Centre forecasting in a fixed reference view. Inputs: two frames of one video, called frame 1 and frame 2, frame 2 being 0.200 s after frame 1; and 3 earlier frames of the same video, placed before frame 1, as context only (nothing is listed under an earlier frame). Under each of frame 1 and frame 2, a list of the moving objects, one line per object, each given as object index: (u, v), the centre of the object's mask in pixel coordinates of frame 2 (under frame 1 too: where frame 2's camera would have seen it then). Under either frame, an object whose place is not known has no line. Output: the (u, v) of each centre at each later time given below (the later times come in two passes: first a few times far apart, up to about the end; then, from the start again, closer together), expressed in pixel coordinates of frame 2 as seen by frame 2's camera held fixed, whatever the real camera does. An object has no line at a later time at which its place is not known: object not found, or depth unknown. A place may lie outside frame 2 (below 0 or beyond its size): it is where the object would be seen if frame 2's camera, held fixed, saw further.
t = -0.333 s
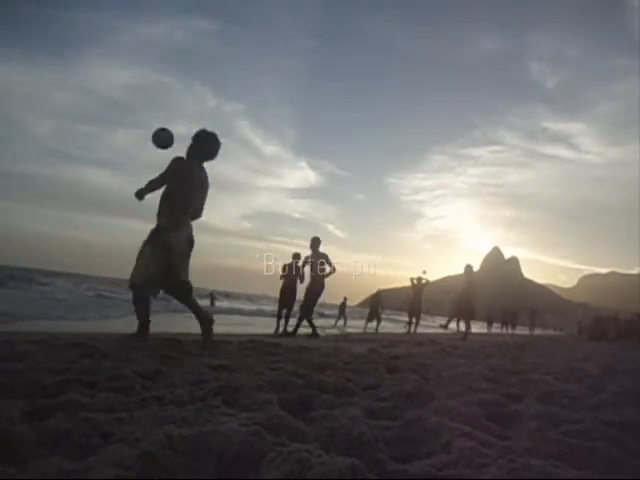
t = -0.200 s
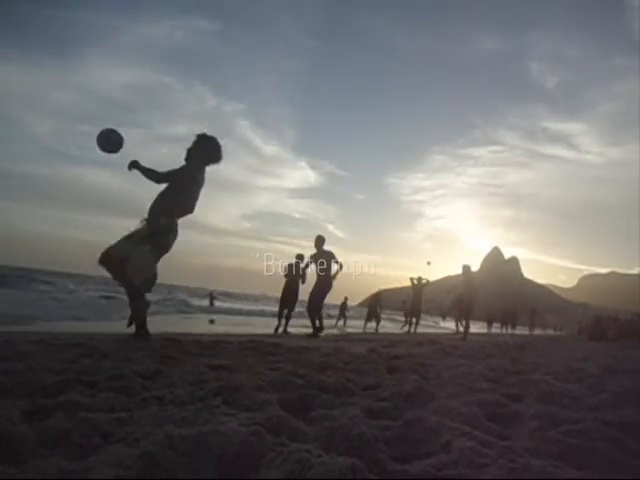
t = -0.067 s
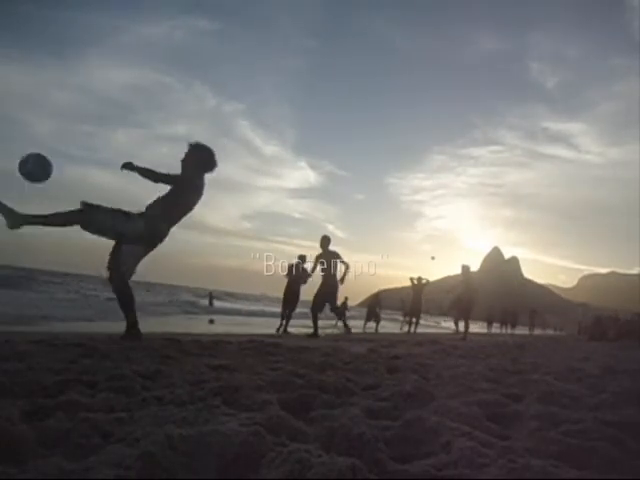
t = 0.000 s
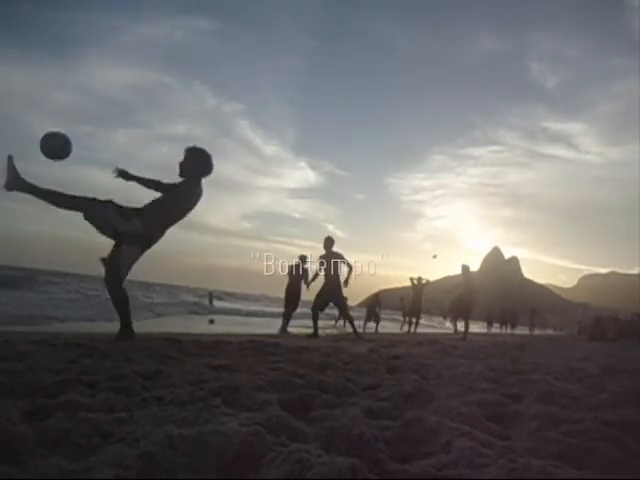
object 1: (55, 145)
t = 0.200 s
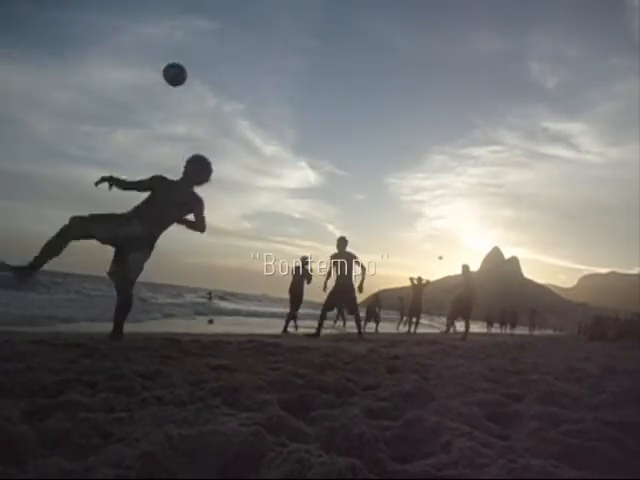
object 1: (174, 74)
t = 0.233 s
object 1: (189, 69)
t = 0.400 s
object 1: (249, 60)
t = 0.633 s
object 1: (306, 84)
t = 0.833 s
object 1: (339, 127)
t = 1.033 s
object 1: (364, 184)
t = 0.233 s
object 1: (189, 69)
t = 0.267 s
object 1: (203, 65)
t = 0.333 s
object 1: (228, 60)
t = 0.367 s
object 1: (239, 60)
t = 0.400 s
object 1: (249, 60)
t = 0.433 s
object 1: (259, 61)
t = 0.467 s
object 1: (268, 63)
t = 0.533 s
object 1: (284, 69)
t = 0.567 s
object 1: (292, 74)
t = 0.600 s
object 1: (299, 79)
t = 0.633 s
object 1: (306, 84)
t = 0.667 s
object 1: (312, 90)
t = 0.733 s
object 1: (324, 103)
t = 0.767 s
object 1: (329, 111)
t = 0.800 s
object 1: (334, 118)
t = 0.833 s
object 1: (339, 127)
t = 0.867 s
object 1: (344, 135)
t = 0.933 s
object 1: (353, 154)
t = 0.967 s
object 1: (357, 164)
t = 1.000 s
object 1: (360, 174)
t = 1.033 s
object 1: (364, 184)
